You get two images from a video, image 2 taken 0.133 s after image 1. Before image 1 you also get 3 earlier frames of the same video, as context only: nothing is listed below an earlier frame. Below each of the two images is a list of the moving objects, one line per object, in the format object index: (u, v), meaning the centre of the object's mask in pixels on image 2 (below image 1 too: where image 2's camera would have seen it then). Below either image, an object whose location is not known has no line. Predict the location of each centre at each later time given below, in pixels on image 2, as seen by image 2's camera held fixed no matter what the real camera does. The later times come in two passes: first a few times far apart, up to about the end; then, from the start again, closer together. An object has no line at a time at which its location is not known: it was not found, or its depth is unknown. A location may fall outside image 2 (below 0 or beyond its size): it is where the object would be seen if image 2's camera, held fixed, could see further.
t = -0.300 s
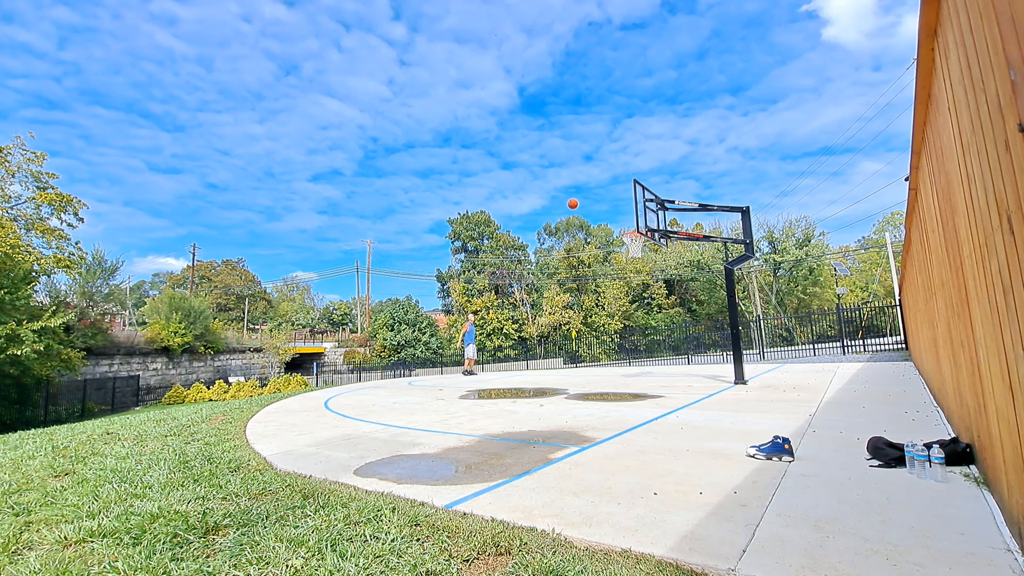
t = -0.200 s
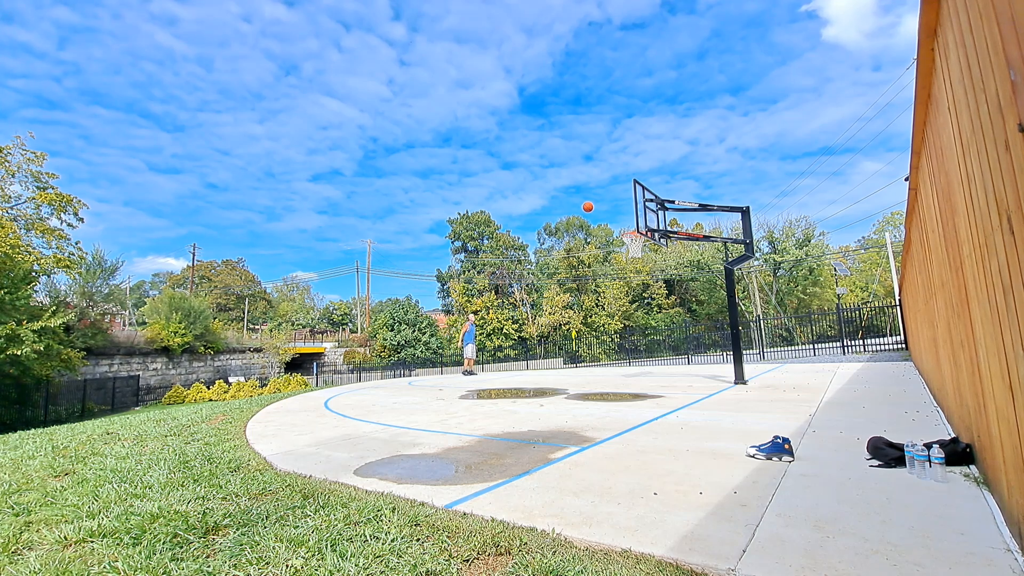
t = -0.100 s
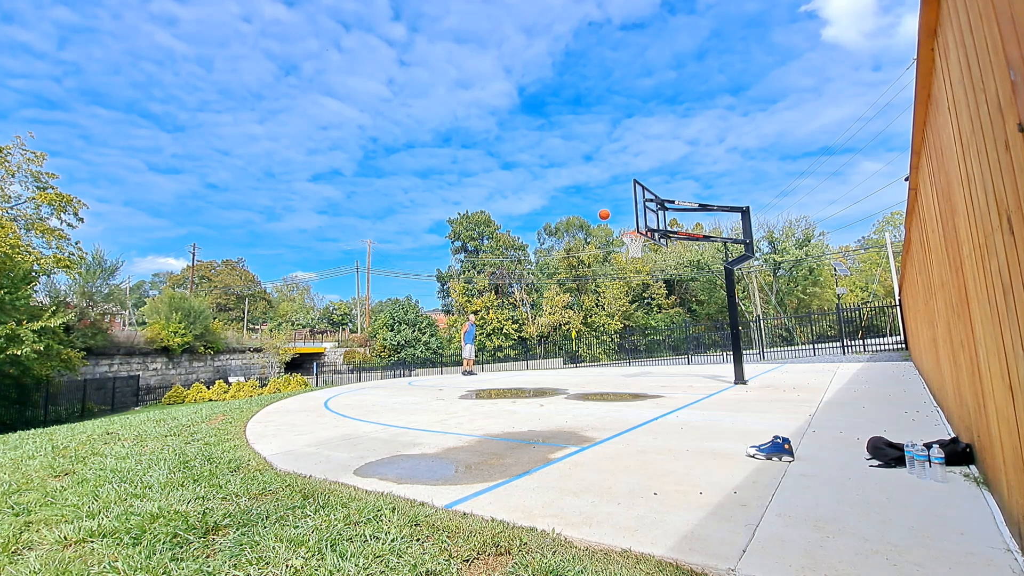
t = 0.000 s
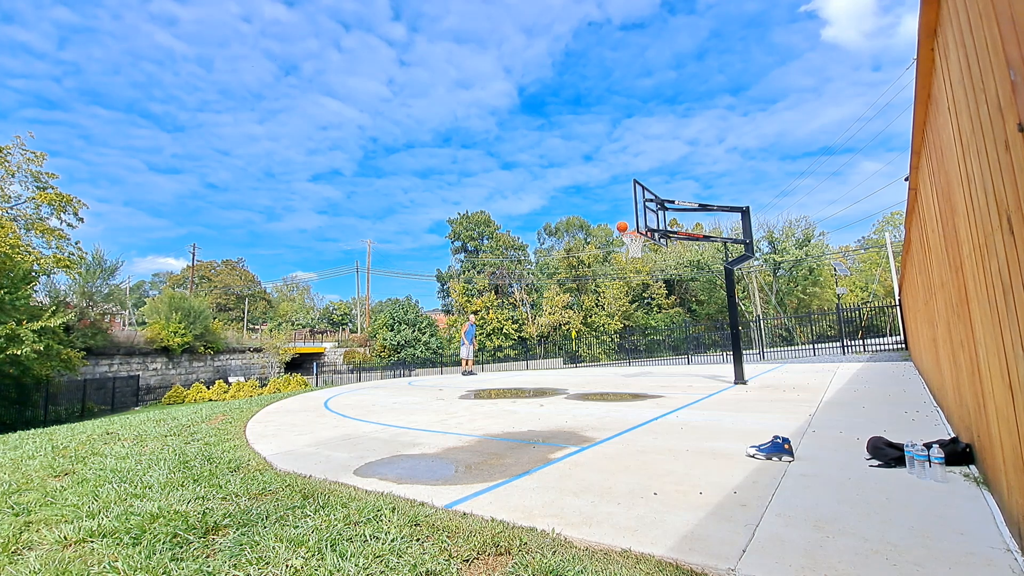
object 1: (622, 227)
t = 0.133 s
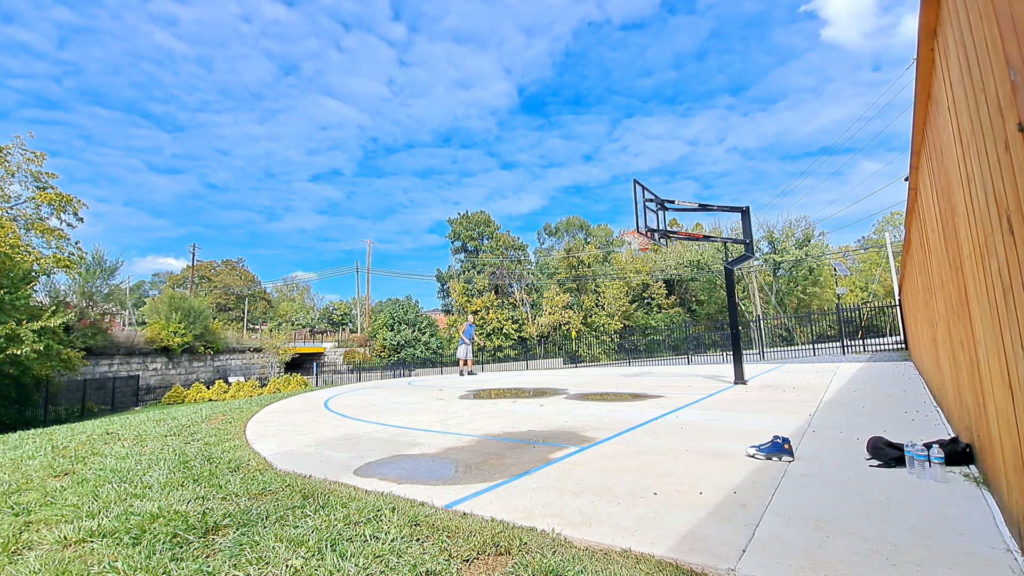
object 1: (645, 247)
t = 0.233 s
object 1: (650, 253)
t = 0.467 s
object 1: (666, 290)
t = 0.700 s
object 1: (686, 357)
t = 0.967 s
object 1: (681, 332)
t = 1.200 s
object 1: (672, 304)
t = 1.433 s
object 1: (665, 304)
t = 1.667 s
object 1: (660, 331)
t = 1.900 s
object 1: (656, 374)
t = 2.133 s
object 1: (649, 341)
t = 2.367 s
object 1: (644, 335)
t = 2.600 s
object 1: (640, 355)
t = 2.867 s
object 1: (635, 361)
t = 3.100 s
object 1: (631, 352)
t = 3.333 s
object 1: (627, 369)
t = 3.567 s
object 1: (624, 363)
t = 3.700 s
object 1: (621, 361)
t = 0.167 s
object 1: (646, 248)
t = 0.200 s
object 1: (648, 250)
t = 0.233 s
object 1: (650, 253)
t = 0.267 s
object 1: (652, 257)
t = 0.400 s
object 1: (661, 277)
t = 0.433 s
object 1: (663, 283)
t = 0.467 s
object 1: (666, 290)
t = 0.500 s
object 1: (668, 298)
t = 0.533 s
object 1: (671, 306)
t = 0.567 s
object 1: (674, 315)
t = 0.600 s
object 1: (677, 324)
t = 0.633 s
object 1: (680, 335)
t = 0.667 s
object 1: (683, 345)
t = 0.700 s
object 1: (686, 357)
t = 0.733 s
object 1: (689, 369)
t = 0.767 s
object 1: (692, 379)
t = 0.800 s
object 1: (690, 370)
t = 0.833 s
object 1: (688, 361)
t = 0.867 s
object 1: (686, 352)
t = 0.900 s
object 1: (684, 345)
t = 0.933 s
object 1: (683, 338)
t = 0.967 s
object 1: (681, 332)
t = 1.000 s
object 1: (680, 326)
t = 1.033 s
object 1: (678, 321)
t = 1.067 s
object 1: (677, 317)
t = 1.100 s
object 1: (676, 313)
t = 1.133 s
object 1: (674, 309)
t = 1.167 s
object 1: (673, 306)
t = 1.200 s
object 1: (672, 304)
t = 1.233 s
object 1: (671, 302)
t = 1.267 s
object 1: (670, 301)
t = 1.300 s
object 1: (669, 301)
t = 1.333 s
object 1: (668, 301)
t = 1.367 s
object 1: (667, 302)
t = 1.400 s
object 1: (666, 303)
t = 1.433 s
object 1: (665, 304)
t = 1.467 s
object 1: (664, 306)
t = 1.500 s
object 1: (663, 309)
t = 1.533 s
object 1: (663, 313)
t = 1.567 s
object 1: (662, 316)
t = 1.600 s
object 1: (661, 321)
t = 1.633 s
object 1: (660, 326)
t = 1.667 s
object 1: (660, 331)
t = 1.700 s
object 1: (659, 337)
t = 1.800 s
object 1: (658, 359)
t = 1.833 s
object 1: (657, 367)
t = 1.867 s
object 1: (657, 376)
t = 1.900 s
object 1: (656, 374)
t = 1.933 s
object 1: (655, 368)
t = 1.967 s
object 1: (654, 362)
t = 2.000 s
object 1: (653, 356)
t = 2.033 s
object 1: (652, 352)
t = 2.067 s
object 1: (651, 348)
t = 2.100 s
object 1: (650, 344)
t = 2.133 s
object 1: (649, 341)
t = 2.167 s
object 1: (648, 339)
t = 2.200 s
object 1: (648, 337)
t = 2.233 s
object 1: (647, 335)
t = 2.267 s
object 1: (646, 335)
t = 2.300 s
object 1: (645, 334)
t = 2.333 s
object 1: (644, 335)
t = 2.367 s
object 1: (644, 335)
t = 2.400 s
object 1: (643, 336)
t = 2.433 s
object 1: (643, 338)
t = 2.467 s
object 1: (642, 341)
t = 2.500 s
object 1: (642, 343)
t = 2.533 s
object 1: (641, 347)
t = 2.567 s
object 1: (641, 351)
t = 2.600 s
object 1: (640, 355)
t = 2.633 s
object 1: (640, 360)
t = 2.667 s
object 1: (640, 366)
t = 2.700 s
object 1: (639, 373)
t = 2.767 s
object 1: (638, 373)
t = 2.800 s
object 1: (637, 368)
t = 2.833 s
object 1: (636, 364)
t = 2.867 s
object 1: (635, 361)
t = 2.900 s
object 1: (635, 358)
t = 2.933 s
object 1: (634, 356)
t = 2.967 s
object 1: (633, 354)
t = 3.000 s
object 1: (633, 353)
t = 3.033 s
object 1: (632, 352)
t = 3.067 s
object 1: (631, 352)
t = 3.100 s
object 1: (631, 352)
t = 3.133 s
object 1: (630, 353)
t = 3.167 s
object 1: (629, 354)
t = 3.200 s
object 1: (629, 356)
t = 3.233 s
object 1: (629, 359)
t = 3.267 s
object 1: (628, 361)
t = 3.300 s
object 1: (628, 365)
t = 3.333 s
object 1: (627, 369)
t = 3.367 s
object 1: (627, 374)
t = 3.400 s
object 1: (627, 377)
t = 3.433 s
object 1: (626, 373)
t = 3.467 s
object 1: (625, 370)
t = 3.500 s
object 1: (625, 367)
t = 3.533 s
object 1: (624, 364)
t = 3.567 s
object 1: (624, 363)
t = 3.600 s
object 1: (623, 362)
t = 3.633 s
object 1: (622, 361)
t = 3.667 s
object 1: (622, 361)
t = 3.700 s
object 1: (621, 361)
